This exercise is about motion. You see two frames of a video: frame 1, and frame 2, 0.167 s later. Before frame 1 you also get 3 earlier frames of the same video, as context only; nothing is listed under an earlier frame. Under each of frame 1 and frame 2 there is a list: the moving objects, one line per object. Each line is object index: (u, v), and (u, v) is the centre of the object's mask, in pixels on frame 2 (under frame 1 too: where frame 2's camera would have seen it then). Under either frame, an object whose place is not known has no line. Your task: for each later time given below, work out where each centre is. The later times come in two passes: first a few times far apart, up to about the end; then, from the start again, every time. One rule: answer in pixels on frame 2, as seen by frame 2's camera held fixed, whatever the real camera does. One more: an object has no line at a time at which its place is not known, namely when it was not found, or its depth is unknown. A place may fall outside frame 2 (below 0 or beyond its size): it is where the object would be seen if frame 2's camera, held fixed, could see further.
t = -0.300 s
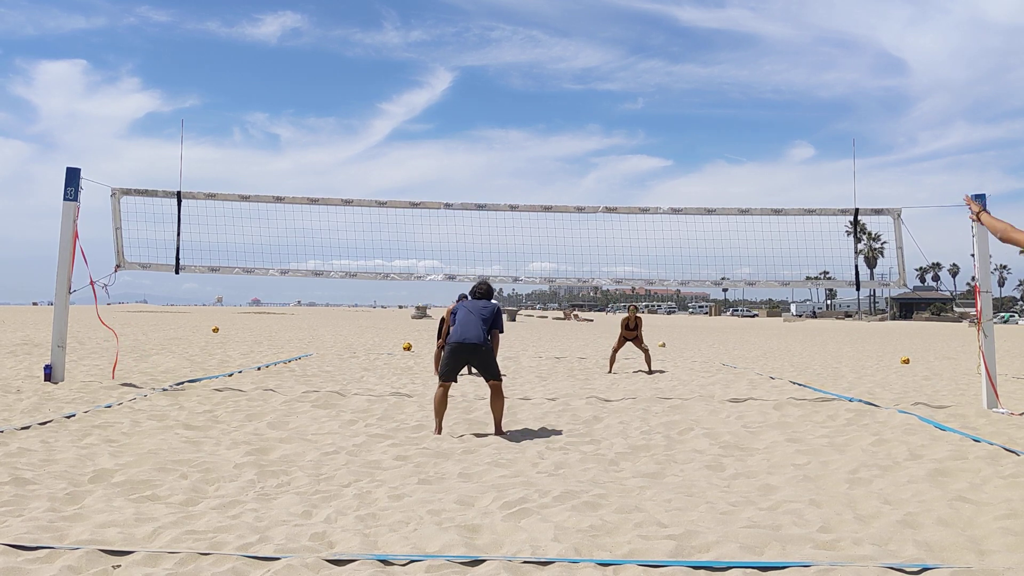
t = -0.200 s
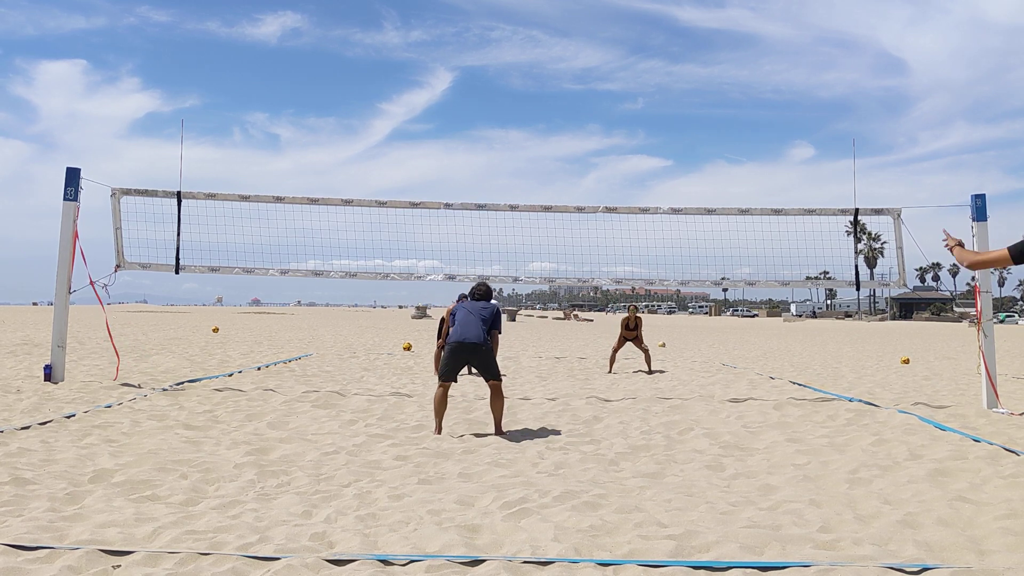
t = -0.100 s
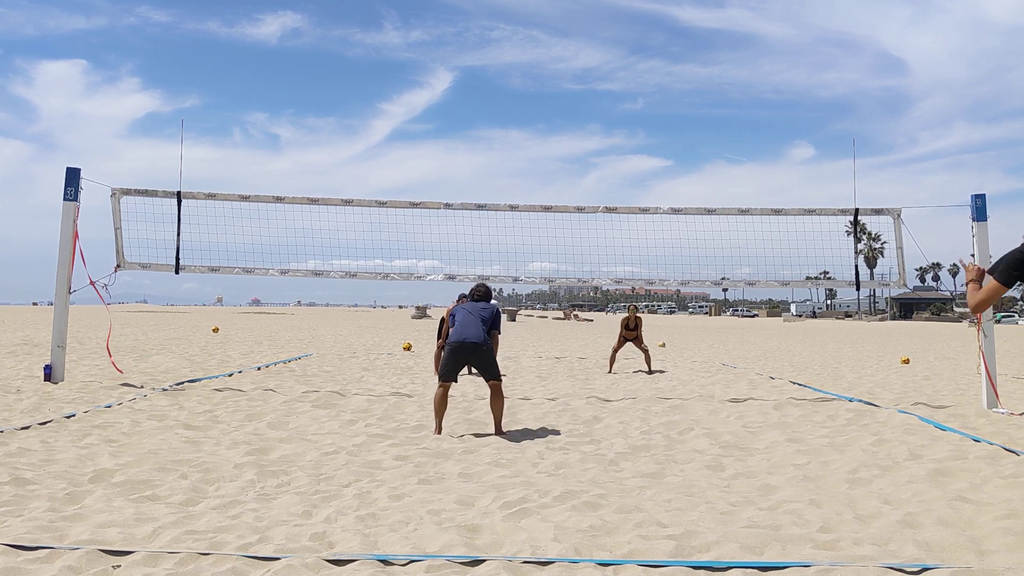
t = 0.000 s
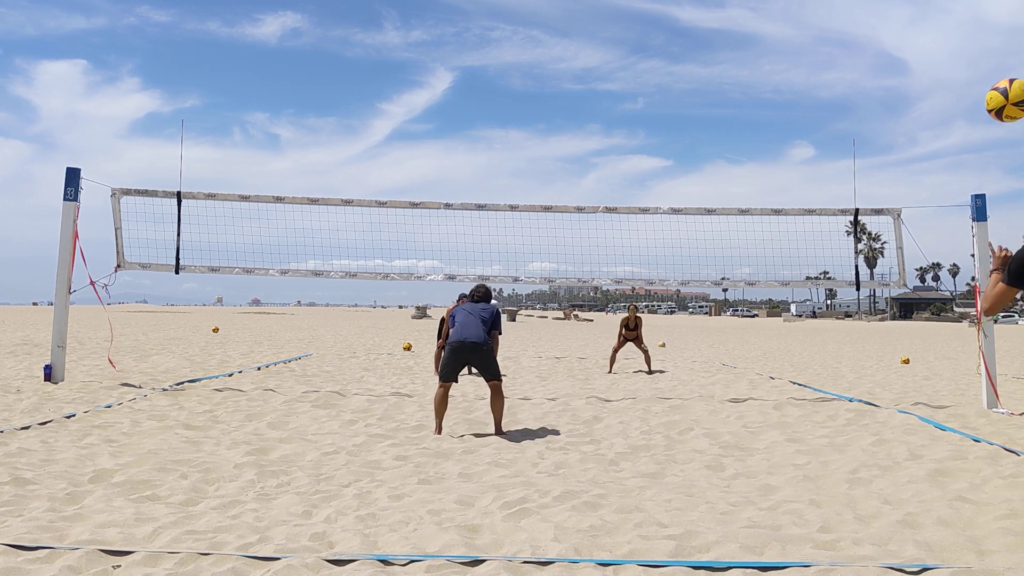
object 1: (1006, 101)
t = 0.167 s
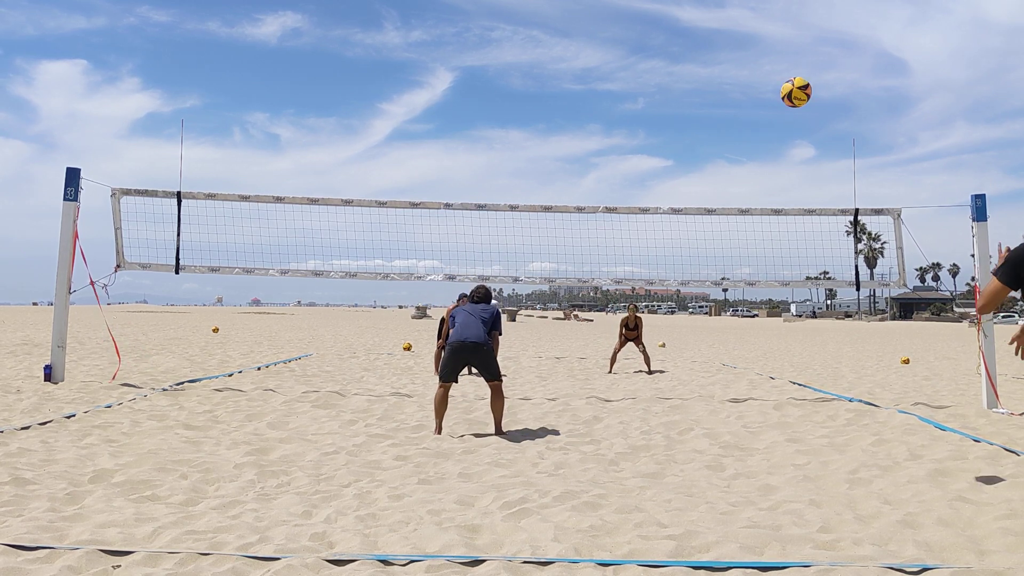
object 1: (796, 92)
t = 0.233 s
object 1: (749, 100)
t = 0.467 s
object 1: (662, 148)
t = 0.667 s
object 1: (631, 201)
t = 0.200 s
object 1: (771, 96)
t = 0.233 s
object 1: (749, 100)
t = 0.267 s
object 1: (730, 105)
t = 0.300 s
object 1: (714, 112)
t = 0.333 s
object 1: (700, 118)
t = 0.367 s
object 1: (688, 125)
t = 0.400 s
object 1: (678, 132)
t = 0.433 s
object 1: (669, 140)
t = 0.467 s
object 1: (662, 148)
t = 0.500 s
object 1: (655, 156)
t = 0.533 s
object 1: (649, 165)
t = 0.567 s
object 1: (644, 174)
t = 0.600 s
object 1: (639, 184)
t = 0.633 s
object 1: (635, 193)
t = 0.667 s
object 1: (631, 201)
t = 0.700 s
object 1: (626, 217)
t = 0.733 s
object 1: (623, 223)
